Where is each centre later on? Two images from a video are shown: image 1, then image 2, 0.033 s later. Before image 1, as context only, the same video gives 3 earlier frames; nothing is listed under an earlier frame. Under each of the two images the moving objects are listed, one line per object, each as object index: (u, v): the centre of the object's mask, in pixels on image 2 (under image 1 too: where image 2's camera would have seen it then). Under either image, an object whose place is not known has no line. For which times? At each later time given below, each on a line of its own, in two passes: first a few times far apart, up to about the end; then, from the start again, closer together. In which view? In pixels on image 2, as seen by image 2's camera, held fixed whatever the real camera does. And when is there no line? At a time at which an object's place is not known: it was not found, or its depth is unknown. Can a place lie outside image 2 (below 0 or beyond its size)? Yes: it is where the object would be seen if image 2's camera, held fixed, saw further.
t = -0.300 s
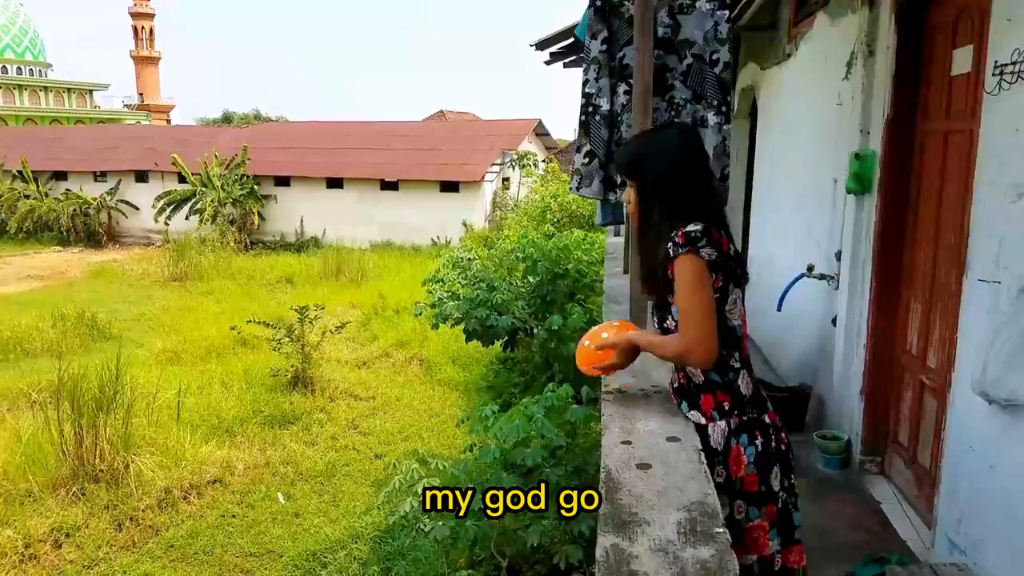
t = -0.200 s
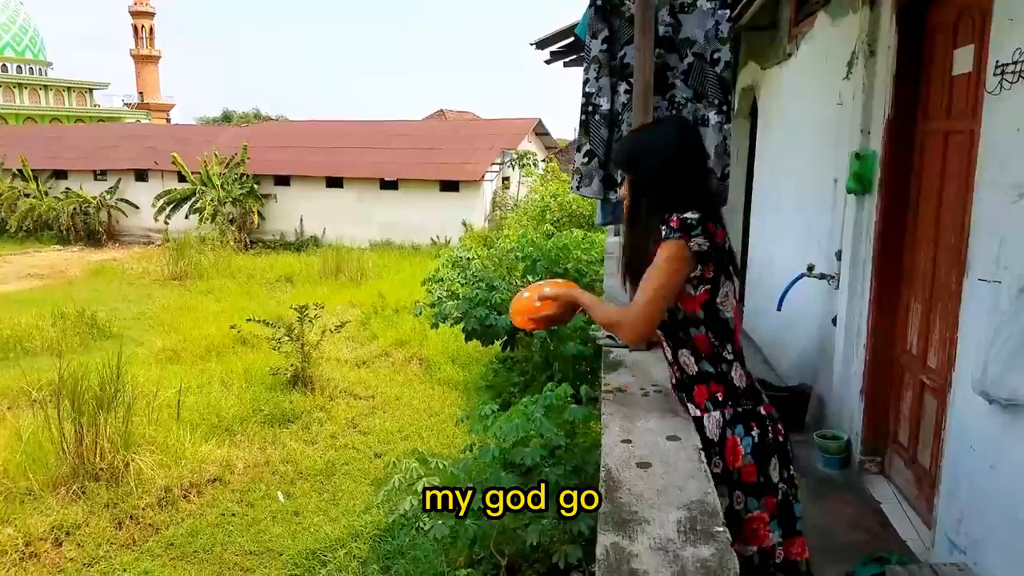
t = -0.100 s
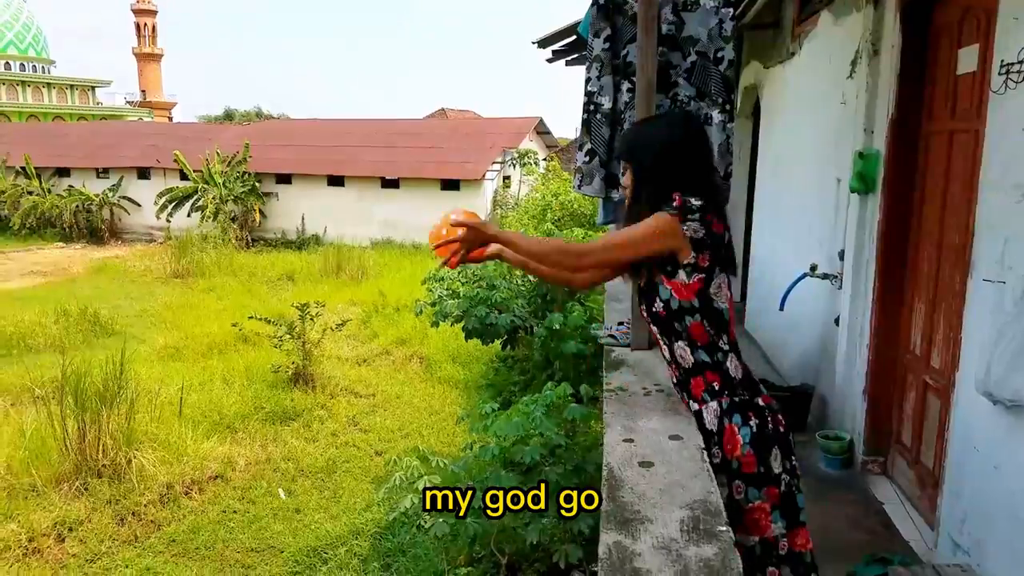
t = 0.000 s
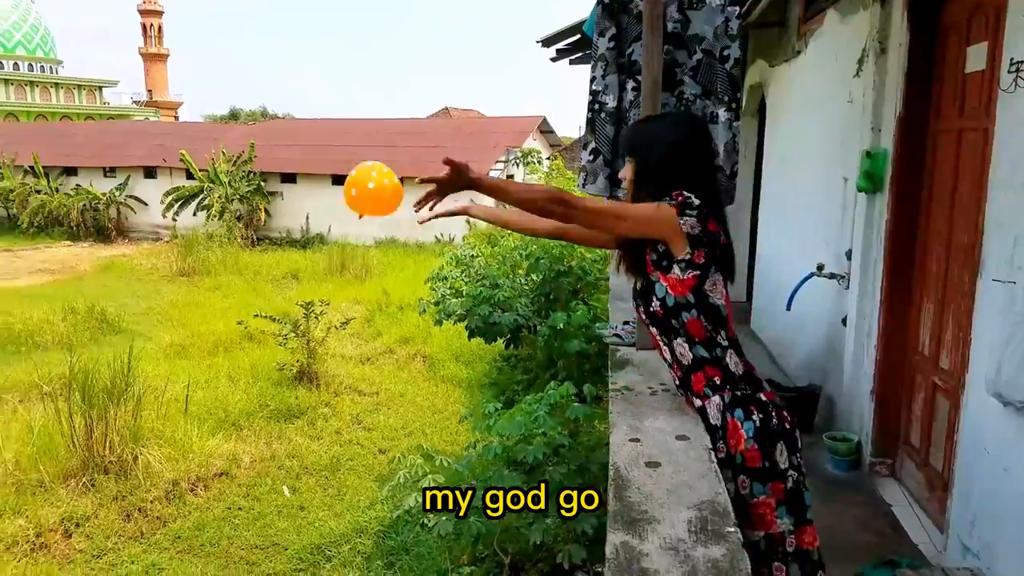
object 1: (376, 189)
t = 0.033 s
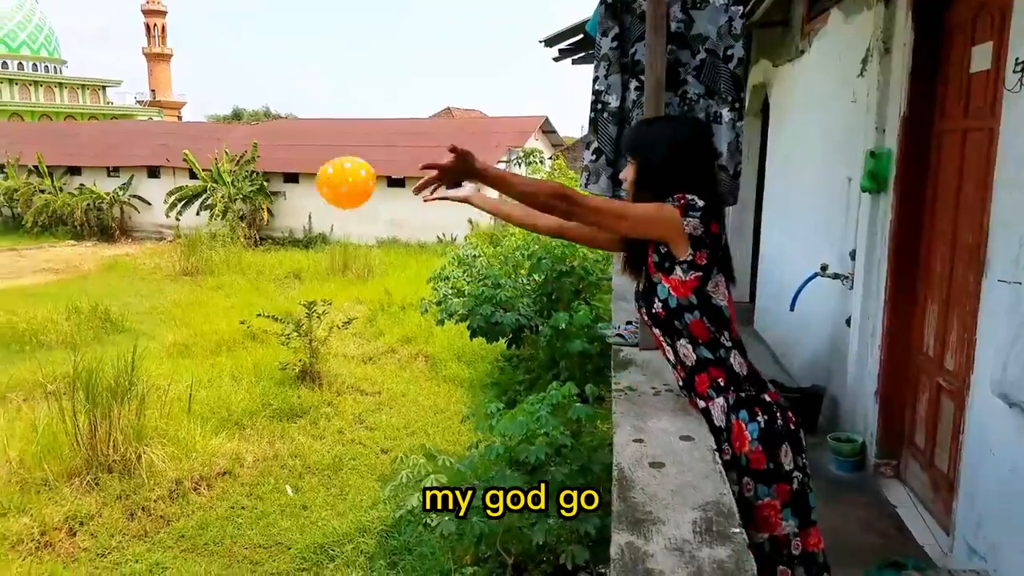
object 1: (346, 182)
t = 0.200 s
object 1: (213, 211)
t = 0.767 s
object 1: (-62, 803)
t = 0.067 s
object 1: (315, 180)
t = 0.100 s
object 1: (289, 183)
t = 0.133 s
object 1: (262, 189)
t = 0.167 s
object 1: (237, 199)
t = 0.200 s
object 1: (213, 211)
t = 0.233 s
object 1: (189, 229)
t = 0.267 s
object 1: (167, 249)
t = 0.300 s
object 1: (145, 272)
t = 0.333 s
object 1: (123, 300)
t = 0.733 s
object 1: (-53, 760)
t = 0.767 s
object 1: (-62, 803)
